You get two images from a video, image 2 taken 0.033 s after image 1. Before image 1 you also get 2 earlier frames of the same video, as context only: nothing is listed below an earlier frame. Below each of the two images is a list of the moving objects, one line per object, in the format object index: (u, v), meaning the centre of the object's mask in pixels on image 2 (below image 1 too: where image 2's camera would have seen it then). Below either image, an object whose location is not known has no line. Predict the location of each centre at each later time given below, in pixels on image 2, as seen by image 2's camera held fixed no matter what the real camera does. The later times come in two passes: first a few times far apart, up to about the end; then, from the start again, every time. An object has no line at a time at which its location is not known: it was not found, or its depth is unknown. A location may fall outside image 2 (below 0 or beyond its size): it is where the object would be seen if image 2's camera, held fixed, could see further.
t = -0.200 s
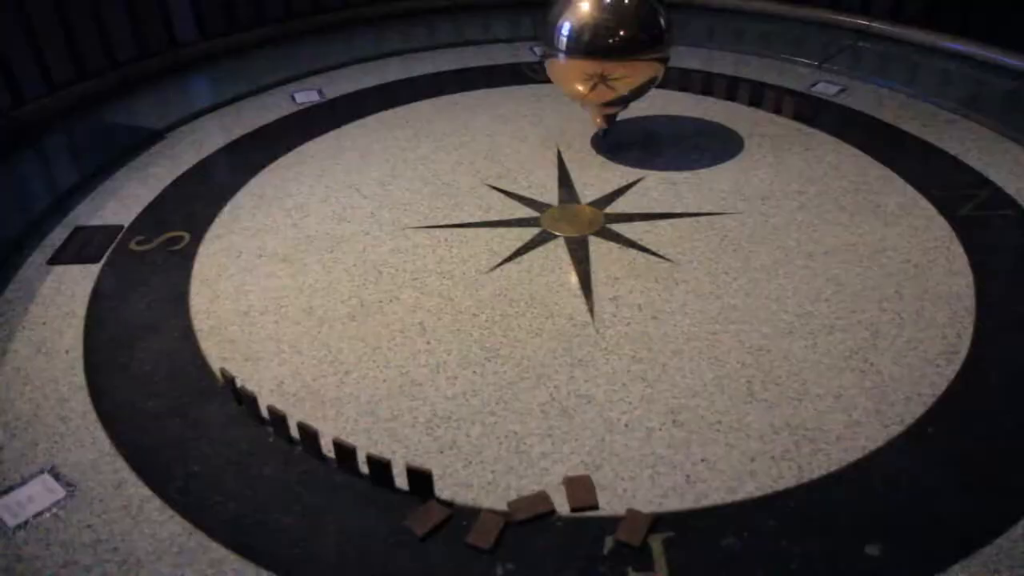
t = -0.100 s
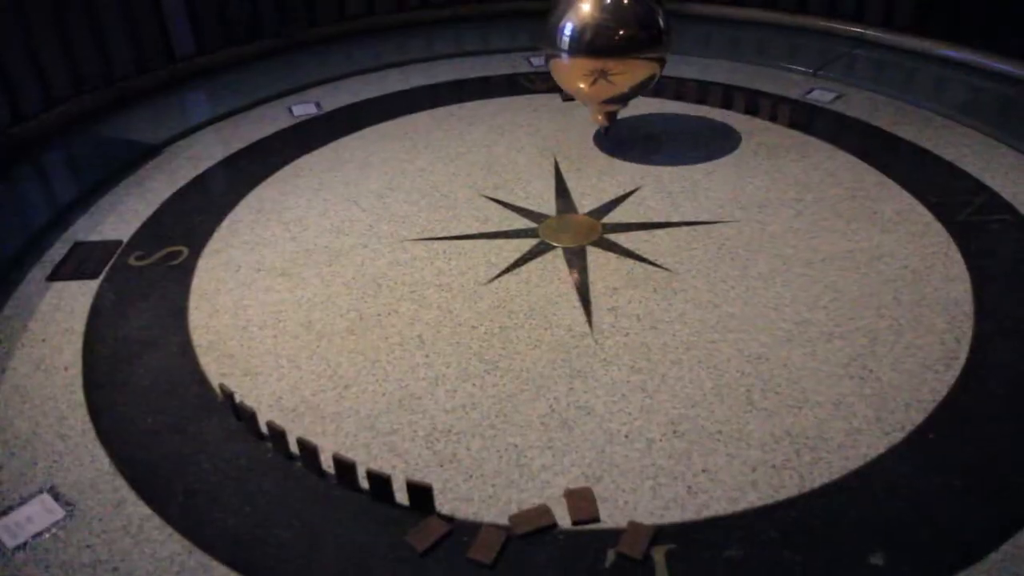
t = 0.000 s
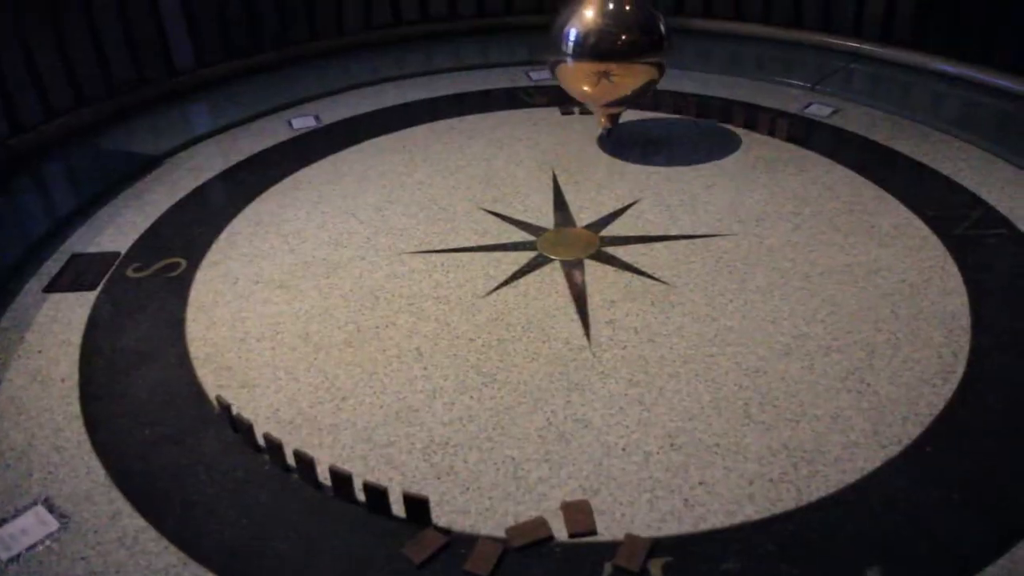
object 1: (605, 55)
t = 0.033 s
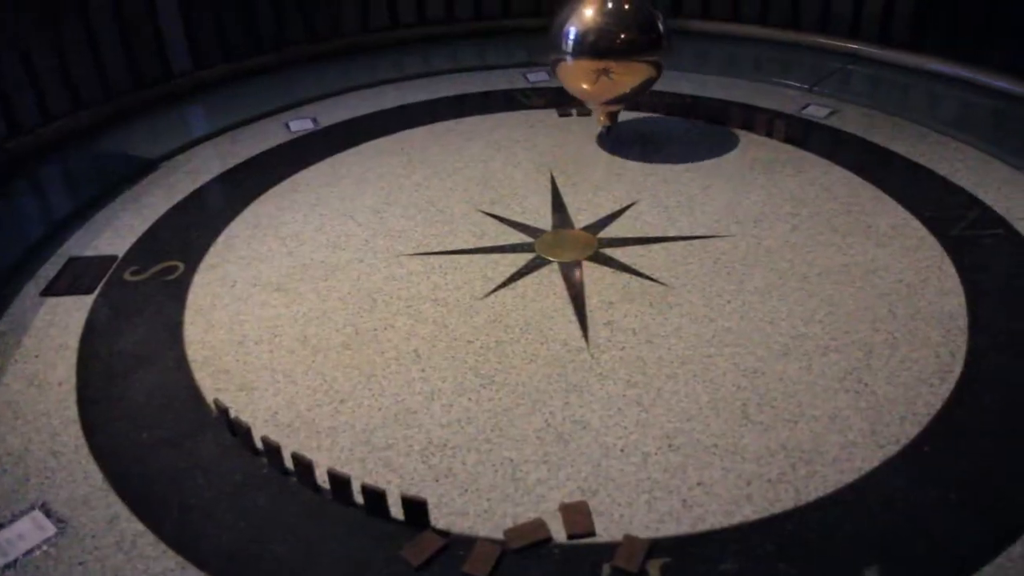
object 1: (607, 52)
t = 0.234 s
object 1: (614, 37)
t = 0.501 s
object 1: (619, 30)
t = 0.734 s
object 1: (623, 35)
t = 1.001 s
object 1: (625, 27)
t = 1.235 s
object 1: (625, 27)
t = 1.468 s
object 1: (625, 33)
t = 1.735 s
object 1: (622, 39)
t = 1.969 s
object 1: (615, 43)
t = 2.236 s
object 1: (606, 56)
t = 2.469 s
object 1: (596, 74)
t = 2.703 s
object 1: (582, 97)
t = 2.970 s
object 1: (562, 132)
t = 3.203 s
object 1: (542, 171)
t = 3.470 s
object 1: (514, 222)
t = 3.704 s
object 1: (486, 272)
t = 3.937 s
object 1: (457, 321)
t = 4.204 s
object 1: (425, 375)
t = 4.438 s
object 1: (405, 408)
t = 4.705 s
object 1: (396, 423)
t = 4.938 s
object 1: (403, 412)
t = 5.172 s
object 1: (423, 380)
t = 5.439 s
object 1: (453, 332)
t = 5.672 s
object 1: (482, 282)
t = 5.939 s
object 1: (513, 227)
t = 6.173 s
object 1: (537, 181)
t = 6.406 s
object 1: (558, 142)
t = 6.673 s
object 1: (579, 101)
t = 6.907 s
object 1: (593, 74)
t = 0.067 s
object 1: (609, 49)
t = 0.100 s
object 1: (610, 47)
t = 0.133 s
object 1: (611, 44)
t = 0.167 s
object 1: (613, 41)
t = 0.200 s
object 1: (613, 39)
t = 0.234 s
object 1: (614, 37)
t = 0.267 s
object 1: (615, 34)
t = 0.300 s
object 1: (616, 32)
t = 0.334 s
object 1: (617, 30)
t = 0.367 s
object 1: (617, 29)
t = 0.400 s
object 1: (618, 28)
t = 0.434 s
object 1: (618, 29)
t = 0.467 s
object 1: (617, 30)
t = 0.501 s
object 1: (619, 30)
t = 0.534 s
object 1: (621, 28)
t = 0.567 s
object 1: (623, 27)
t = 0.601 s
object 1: (623, 26)
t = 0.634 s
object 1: (623, 29)
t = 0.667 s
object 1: (623, 32)
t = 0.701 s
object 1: (623, 34)
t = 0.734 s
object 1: (623, 35)
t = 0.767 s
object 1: (624, 36)
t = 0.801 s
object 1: (624, 35)
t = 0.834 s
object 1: (623, 34)
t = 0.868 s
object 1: (624, 33)
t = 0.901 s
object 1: (624, 31)
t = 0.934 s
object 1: (625, 30)
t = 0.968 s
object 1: (626, 28)
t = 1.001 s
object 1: (625, 27)
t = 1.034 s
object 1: (625, 27)
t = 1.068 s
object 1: (625, 27)
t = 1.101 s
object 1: (625, 27)
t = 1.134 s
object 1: (625, 28)
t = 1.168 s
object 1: (624, 28)
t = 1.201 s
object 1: (624, 28)
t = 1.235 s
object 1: (625, 27)
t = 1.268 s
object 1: (627, 27)
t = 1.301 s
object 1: (626, 27)
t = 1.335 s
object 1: (627, 28)
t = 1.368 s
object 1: (626, 28)
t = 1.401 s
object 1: (625, 30)
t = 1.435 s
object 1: (626, 32)
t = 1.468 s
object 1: (625, 33)
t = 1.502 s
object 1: (624, 33)
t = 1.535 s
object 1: (624, 34)
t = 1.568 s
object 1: (624, 36)
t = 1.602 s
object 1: (624, 37)
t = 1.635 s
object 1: (623, 37)
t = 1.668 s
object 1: (622, 38)
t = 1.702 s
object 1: (621, 38)
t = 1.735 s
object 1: (622, 39)
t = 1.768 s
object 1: (621, 40)
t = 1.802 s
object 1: (620, 40)
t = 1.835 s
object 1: (620, 40)
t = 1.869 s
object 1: (619, 41)
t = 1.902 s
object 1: (617, 41)
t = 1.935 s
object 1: (615, 42)
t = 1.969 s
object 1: (615, 43)
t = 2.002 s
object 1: (615, 44)
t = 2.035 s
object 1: (614, 45)
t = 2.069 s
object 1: (613, 47)
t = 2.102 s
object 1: (612, 49)
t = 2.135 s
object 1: (611, 50)
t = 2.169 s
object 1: (610, 52)
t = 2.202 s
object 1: (608, 54)
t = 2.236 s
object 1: (606, 56)
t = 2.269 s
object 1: (605, 58)
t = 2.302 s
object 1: (604, 61)
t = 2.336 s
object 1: (602, 64)
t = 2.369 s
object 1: (601, 66)
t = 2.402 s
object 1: (600, 68)
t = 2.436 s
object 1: (598, 71)
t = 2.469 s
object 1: (596, 74)
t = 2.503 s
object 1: (594, 76)
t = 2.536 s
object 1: (593, 79)
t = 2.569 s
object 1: (591, 82)
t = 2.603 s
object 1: (588, 86)
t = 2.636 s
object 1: (586, 90)
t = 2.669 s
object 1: (584, 93)
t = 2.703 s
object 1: (582, 97)
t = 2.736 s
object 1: (580, 100)
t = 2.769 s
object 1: (577, 105)
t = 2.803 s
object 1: (575, 109)
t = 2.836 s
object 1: (573, 113)
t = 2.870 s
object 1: (570, 118)
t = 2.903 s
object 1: (567, 123)
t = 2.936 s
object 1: (565, 127)
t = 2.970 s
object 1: (562, 132)
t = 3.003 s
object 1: (559, 137)
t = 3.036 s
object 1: (556, 143)
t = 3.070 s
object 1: (554, 148)
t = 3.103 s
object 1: (551, 154)
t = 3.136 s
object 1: (548, 159)
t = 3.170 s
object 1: (545, 165)
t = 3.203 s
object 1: (542, 171)
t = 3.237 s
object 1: (538, 177)
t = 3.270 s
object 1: (535, 183)
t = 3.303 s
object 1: (532, 189)
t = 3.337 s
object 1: (529, 195)
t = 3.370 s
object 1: (525, 202)
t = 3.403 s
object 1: (521, 208)
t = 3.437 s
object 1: (518, 215)
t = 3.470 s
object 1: (514, 222)
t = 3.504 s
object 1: (510, 228)
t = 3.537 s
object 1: (506, 235)
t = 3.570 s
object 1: (503, 243)
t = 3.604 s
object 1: (498, 249)
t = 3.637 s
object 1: (495, 257)
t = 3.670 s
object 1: (490, 264)
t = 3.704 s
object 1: (486, 272)
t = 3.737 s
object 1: (482, 278)
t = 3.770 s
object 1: (478, 286)
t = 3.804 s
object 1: (474, 293)
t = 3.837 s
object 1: (470, 299)
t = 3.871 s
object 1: (466, 306)
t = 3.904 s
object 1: (461, 314)
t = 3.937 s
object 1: (457, 321)
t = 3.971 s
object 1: (453, 329)
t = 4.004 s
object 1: (449, 336)
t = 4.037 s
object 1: (445, 343)
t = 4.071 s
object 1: (440, 350)
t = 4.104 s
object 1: (436, 356)
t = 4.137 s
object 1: (433, 361)
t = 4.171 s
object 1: (429, 368)
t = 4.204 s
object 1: (425, 375)
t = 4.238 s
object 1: (422, 378)
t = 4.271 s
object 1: (418, 384)
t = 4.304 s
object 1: (416, 389)
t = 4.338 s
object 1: (413, 395)
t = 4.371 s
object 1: (410, 400)
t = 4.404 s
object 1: (407, 404)
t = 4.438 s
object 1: (405, 408)
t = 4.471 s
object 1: (403, 411)
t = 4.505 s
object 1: (401, 414)
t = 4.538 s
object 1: (400, 417)
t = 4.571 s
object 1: (399, 419)
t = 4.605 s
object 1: (398, 421)
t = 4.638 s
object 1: (397, 422)
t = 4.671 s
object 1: (397, 423)
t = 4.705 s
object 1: (396, 423)
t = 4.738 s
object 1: (397, 423)
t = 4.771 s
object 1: (397, 422)
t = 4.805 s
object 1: (398, 421)
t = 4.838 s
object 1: (399, 419)
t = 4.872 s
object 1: (400, 417)
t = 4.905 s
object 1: (401, 415)
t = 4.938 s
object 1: (403, 412)
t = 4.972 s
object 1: (405, 409)
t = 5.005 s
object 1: (408, 405)
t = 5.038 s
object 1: (410, 401)
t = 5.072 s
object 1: (413, 396)
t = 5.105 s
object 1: (416, 391)
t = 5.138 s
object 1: (420, 385)
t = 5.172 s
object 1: (423, 380)
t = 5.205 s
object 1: (426, 375)
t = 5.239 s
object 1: (429, 369)
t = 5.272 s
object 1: (433, 364)
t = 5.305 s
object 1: (436, 358)
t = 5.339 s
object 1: (440, 351)
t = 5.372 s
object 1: (444, 344)
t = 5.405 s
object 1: (448, 337)
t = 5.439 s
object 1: (453, 332)
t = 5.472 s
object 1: (457, 325)
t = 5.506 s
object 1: (461, 317)
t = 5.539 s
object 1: (465, 310)
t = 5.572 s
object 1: (470, 303)
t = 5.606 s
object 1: (473, 296)
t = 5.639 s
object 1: (477, 289)
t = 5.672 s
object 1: (482, 282)
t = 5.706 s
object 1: (486, 275)
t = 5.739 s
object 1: (490, 268)
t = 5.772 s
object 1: (494, 261)
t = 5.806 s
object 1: (498, 254)
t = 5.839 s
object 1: (502, 247)
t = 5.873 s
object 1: (506, 240)
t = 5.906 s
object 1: (509, 234)
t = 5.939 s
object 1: (513, 227)
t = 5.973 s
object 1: (516, 219)
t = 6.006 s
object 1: (520, 213)
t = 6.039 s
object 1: (524, 207)
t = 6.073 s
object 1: (527, 200)
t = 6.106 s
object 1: (531, 194)
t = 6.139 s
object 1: (534, 188)
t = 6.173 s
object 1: (537, 181)
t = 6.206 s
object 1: (541, 175)
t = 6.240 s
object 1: (544, 170)
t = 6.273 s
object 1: (547, 164)
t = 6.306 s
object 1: (550, 158)
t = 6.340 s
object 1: (553, 153)
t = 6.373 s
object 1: (556, 148)
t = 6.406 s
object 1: (558, 142)
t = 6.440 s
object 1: (561, 138)
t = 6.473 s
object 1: (563, 134)
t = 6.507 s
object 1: (566, 131)
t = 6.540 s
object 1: (569, 121)
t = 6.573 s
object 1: (571, 116)
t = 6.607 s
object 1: (574, 110)
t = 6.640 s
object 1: (576, 106)
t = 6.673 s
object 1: (579, 101)
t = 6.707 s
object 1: (581, 97)
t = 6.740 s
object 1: (583, 92)
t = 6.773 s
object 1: (585, 88)
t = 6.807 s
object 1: (587, 84)
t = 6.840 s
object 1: (589, 81)
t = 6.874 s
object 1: (591, 77)
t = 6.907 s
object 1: (593, 74)
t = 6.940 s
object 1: (594, 71)
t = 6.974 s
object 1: (596, 67)
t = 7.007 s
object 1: (598, 64)
